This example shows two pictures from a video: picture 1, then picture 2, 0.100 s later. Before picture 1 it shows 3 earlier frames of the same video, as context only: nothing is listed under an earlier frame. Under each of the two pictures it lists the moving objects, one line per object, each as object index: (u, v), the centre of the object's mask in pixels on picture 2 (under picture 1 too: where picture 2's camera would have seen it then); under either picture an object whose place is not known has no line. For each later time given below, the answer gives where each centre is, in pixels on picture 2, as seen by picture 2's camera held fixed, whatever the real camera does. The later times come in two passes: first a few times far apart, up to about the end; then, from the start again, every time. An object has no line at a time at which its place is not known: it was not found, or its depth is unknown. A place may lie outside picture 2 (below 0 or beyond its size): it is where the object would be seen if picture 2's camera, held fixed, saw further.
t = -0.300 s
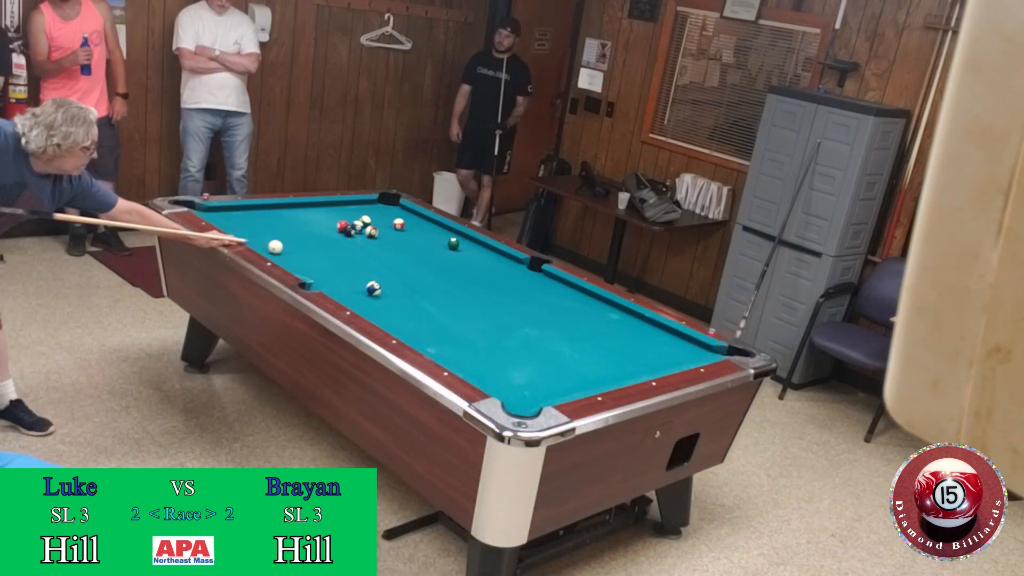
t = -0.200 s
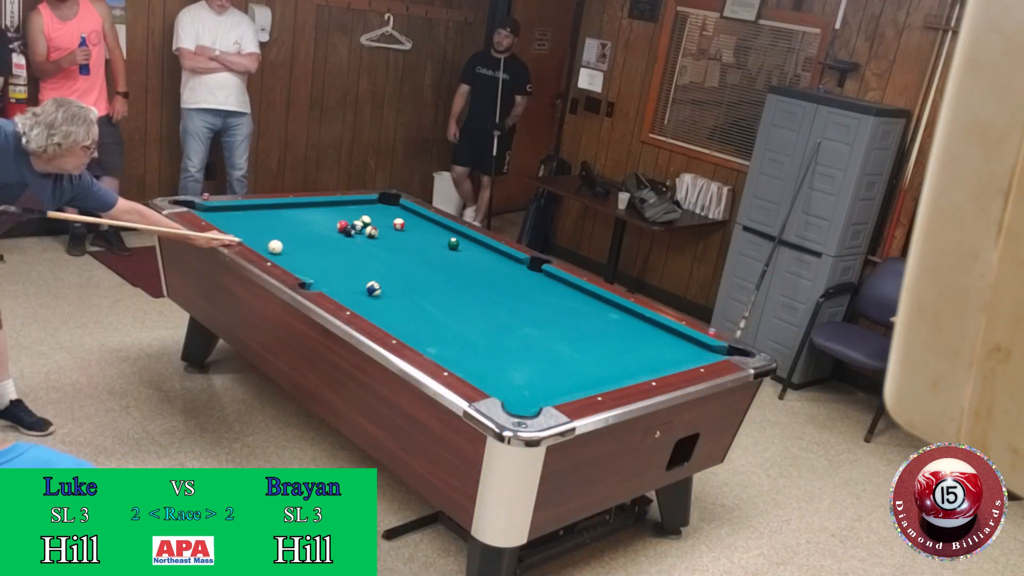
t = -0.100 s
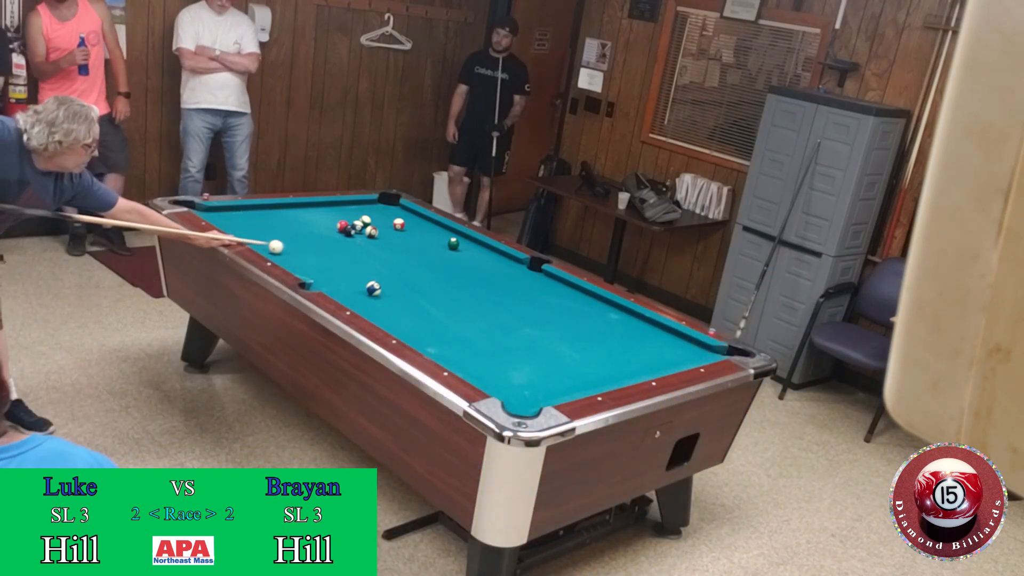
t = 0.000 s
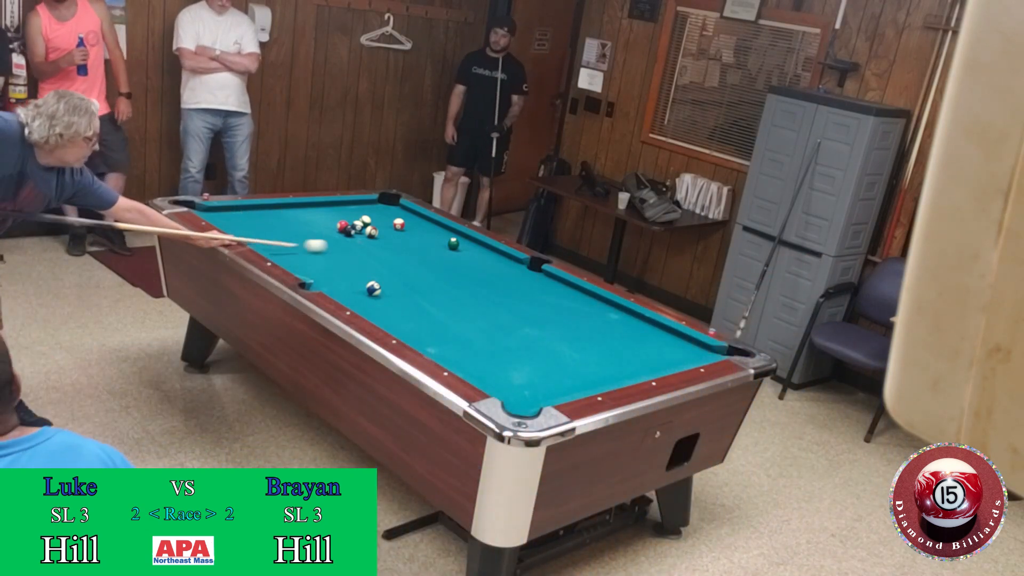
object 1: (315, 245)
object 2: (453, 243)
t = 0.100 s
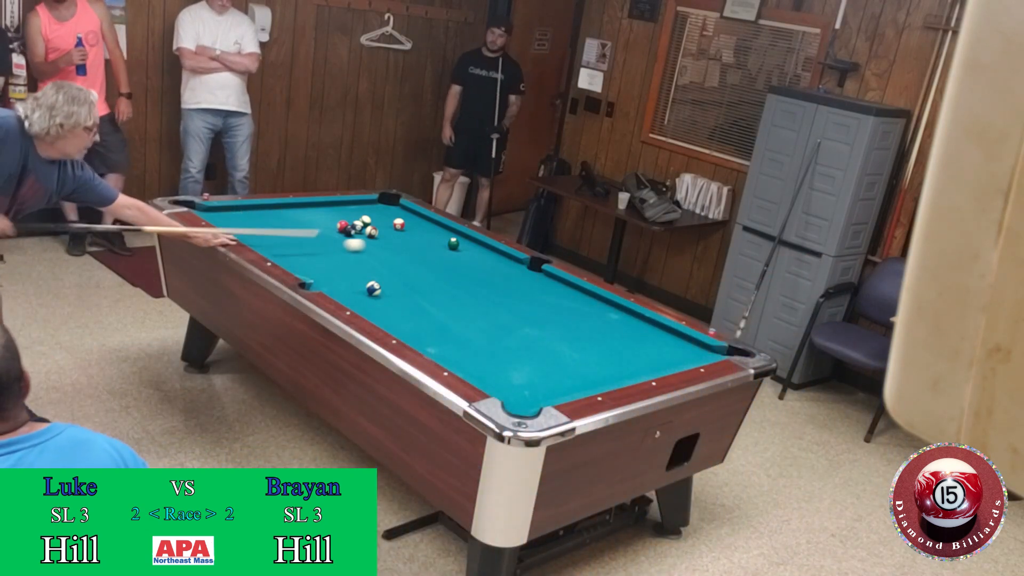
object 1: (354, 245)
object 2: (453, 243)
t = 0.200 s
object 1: (391, 244)
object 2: (453, 243)
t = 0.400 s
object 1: (441, 242)
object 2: (469, 244)
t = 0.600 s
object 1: (451, 238)
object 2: (474, 250)
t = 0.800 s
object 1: (462, 234)
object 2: (456, 255)
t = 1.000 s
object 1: (449, 234)
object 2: (438, 261)
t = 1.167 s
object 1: (438, 234)
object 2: (423, 265)
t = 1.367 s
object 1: (427, 233)
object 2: (403, 271)
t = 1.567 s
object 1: (416, 233)
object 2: (383, 277)
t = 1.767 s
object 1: (406, 233)
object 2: (362, 282)
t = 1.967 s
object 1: (397, 233)
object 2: (342, 289)
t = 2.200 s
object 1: (387, 233)
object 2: (320, 287)
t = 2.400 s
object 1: (383, 233)
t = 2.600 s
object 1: (383, 233)
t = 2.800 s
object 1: (384, 233)
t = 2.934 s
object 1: (383, 233)
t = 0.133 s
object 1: (367, 245)
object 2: (453, 243)
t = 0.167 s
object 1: (379, 244)
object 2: (453, 243)
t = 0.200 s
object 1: (391, 244)
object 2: (453, 243)
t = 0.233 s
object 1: (403, 244)
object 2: (453, 243)
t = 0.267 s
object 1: (414, 243)
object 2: (453, 243)
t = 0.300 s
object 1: (425, 243)
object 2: (453, 243)
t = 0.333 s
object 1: (436, 243)
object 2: (453, 243)
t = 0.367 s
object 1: (441, 243)
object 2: (458, 243)
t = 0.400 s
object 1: (441, 242)
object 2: (469, 244)
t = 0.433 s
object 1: (442, 241)
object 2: (479, 245)
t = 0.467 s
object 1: (443, 240)
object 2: (485, 246)
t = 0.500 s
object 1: (445, 240)
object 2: (483, 246)
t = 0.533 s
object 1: (447, 239)
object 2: (480, 247)
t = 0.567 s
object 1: (449, 238)
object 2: (477, 248)
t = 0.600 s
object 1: (451, 238)
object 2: (474, 250)
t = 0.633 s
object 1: (453, 237)
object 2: (471, 251)
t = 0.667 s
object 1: (455, 237)
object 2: (468, 251)
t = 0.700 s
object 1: (457, 236)
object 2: (466, 252)
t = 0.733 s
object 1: (459, 235)
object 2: (462, 253)
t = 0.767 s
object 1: (461, 235)
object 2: (459, 254)
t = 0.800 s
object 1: (462, 234)
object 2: (456, 255)
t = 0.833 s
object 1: (459, 234)
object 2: (453, 256)
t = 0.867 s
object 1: (457, 234)
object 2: (450, 257)
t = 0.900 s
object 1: (455, 234)
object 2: (447, 258)
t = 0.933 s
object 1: (453, 234)
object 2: (444, 259)
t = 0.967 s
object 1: (451, 234)
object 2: (441, 259)
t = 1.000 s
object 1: (449, 234)
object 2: (438, 261)
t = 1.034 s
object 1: (446, 234)
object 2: (435, 262)
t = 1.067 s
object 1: (445, 234)
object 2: (432, 263)
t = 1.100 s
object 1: (443, 234)
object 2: (429, 263)
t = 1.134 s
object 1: (440, 234)
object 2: (426, 264)
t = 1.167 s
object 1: (438, 234)
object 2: (423, 265)
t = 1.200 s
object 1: (437, 234)
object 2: (419, 266)
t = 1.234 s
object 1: (435, 234)
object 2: (416, 267)
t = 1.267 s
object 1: (433, 234)
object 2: (413, 268)
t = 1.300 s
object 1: (431, 233)
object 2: (410, 269)
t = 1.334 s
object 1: (429, 233)
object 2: (406, 270)
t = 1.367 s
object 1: (427, 233)
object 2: (403, 271)
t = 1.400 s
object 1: (425, 233)
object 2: (400, 272)
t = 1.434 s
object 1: (423, 233)
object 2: (397, 273)
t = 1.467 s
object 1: (422, 233)
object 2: (393, 274)
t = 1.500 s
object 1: (420, 233)
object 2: (390, 275)
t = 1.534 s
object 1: (418, 233)
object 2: (387, 276)
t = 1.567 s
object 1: (416, 233)
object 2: (383, 277)
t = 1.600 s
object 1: (415, 233)
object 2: (380, 278)
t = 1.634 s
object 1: (413, 233)
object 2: (378, 277)
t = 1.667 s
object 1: (411, 233)
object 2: (374, 277)
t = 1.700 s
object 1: (409, 233)
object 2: (369, 279)
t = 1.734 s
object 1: (408, 233)
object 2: (365, 281)
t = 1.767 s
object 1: (406, 233)
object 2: (362, 282)
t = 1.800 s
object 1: (405, 233)
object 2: (359, 284)
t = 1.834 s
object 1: (403, 233)
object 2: (356, 286)
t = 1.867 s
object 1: (402, 233)
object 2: (353, 287)
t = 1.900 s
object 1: (400, 233)
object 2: (349, 288)
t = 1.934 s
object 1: (399, 233)
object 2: (346, 288)
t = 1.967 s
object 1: (397, 233)
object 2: (342, 289)
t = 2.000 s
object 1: (395, 233)
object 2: (339, 290)
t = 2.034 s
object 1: (394, 233)
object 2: (336, 290)
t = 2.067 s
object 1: (393, 233)
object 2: (332, 290)
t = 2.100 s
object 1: (391, 233)
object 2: (329, 289)
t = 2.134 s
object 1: (390, 233)
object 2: (326, 288)
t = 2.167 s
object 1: (388, 233)
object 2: (323, 287)
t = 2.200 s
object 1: (387, 233)
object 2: (320, 287)
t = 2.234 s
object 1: (386, 233)
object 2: (317, 287)
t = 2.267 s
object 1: (385, 233)
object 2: (314, 287)
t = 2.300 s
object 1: (384, 233)
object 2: (313, 288)
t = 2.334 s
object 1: (383, 233)
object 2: (311, 289)
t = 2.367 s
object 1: (383, 233)
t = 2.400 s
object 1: (383, 233)
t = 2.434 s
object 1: (383, 233)
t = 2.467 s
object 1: (383, 233)
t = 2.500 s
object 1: (383, 233)
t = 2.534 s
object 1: (383, 233)
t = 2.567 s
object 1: (383, 233)
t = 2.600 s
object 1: (383, 233)
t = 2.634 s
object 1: (383, 233)
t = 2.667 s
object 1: (383, 233)
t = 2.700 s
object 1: (383, 233)
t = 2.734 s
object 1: (383, 233)
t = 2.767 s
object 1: (383, 233)
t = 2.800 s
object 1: (384, 233)
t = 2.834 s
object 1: (383, 233)
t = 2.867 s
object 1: (384, 233)
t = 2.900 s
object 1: (384, 233)
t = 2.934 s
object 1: (383, 233)
